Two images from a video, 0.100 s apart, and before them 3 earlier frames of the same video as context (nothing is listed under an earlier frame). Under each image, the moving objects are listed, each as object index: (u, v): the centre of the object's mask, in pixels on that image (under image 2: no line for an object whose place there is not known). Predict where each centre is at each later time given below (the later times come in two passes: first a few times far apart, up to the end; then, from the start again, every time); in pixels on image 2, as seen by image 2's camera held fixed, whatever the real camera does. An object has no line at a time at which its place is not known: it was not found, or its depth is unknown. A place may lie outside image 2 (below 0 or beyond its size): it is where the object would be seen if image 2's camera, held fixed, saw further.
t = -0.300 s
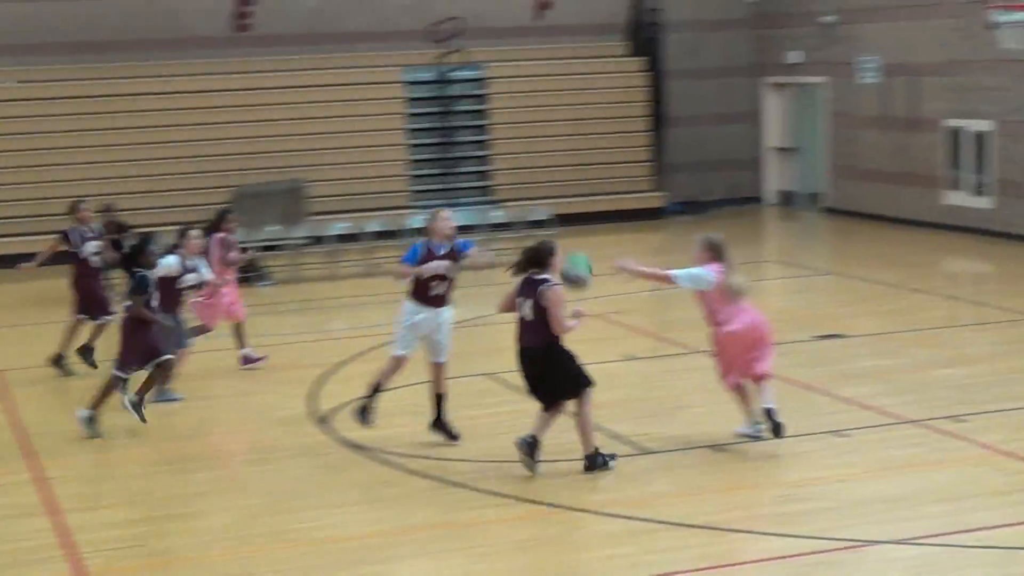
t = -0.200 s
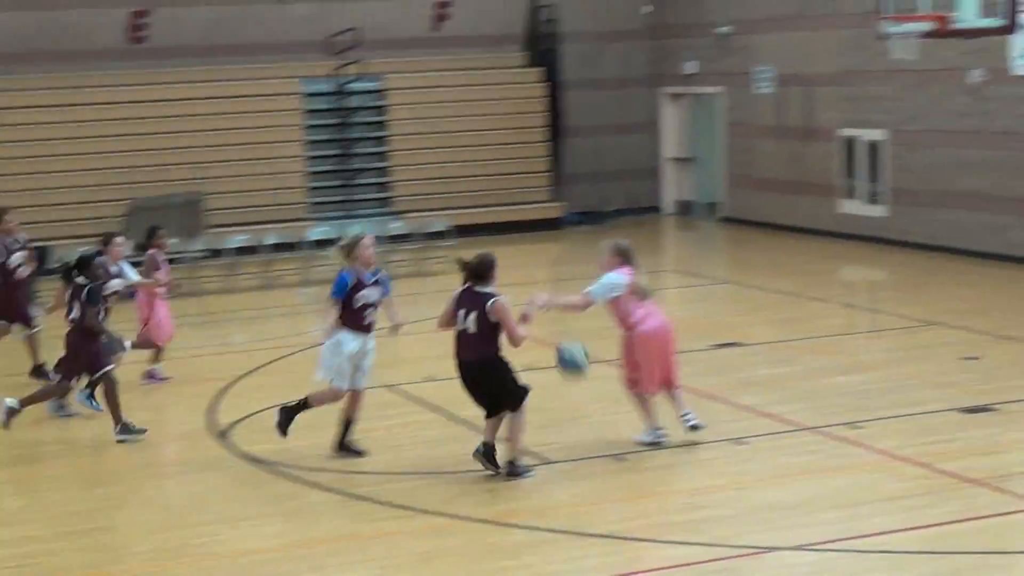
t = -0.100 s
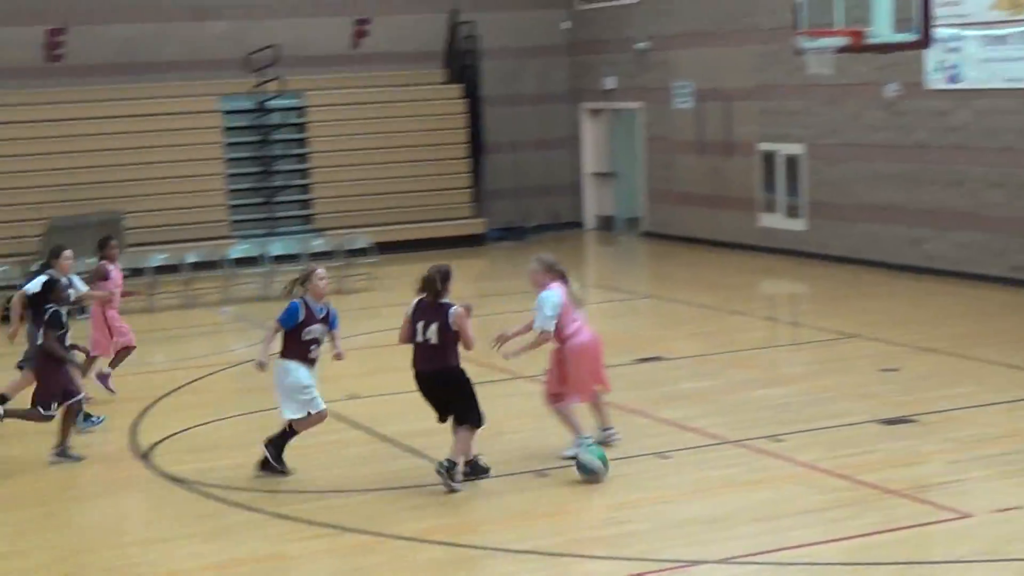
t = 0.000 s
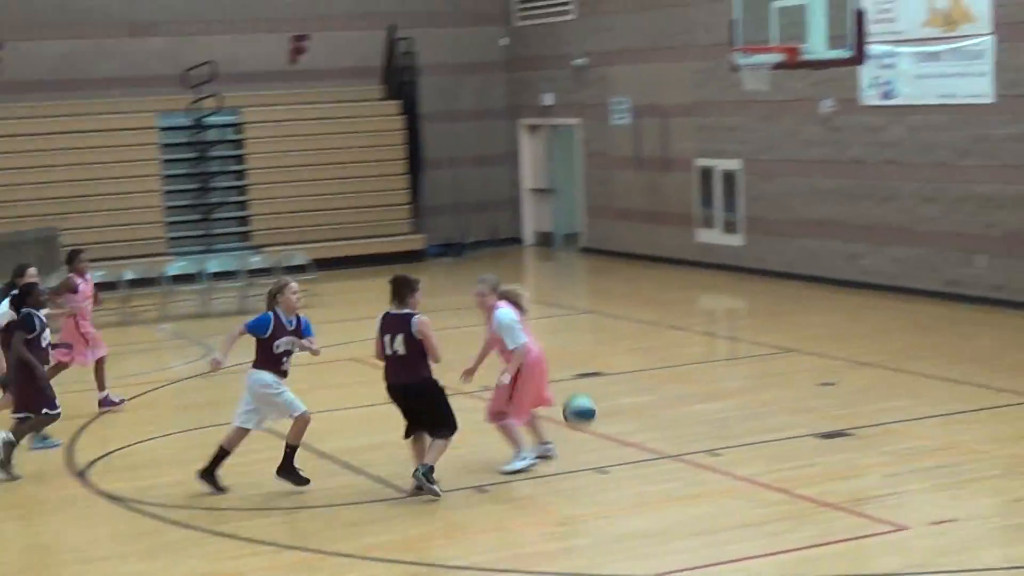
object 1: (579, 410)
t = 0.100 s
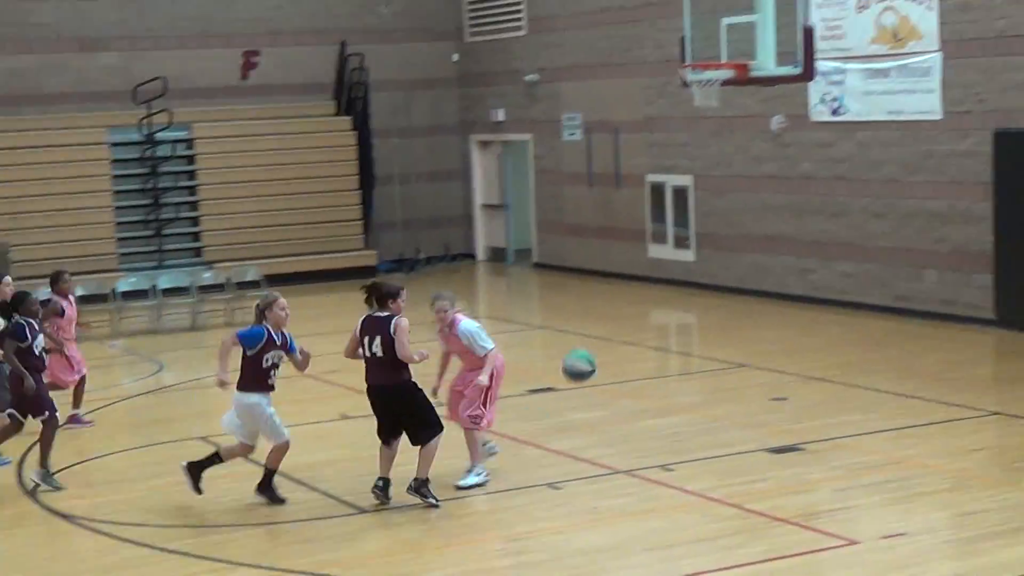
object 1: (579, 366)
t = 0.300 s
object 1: (675, 287)
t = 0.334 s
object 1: (690, 279)
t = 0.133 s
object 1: (596, 349)
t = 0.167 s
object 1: (611, 334)
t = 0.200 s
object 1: (627, 318)
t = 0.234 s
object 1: (642, 307)
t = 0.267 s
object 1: (658, 296)
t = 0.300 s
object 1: (675, 287)
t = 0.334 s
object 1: (690, 279)
